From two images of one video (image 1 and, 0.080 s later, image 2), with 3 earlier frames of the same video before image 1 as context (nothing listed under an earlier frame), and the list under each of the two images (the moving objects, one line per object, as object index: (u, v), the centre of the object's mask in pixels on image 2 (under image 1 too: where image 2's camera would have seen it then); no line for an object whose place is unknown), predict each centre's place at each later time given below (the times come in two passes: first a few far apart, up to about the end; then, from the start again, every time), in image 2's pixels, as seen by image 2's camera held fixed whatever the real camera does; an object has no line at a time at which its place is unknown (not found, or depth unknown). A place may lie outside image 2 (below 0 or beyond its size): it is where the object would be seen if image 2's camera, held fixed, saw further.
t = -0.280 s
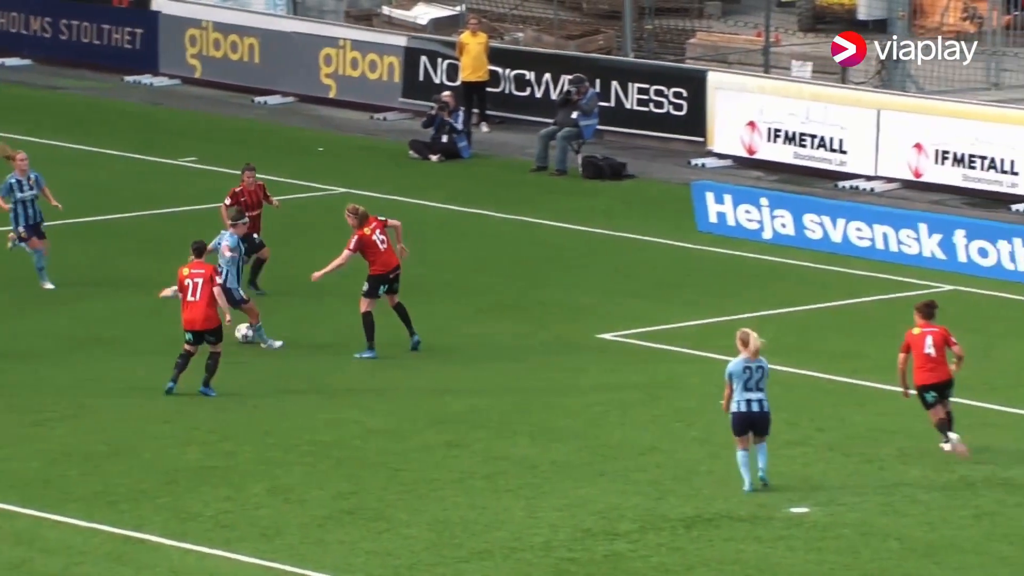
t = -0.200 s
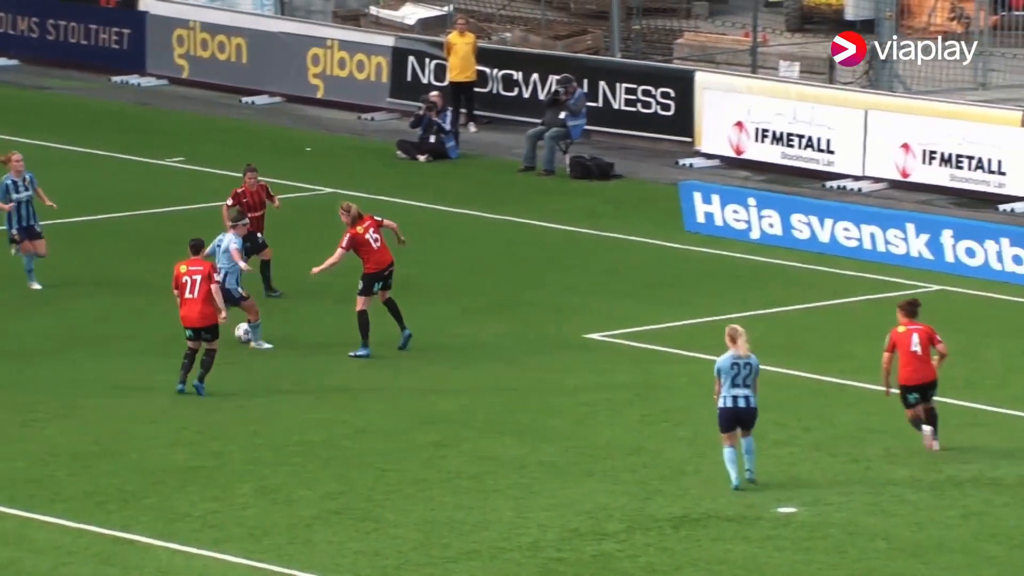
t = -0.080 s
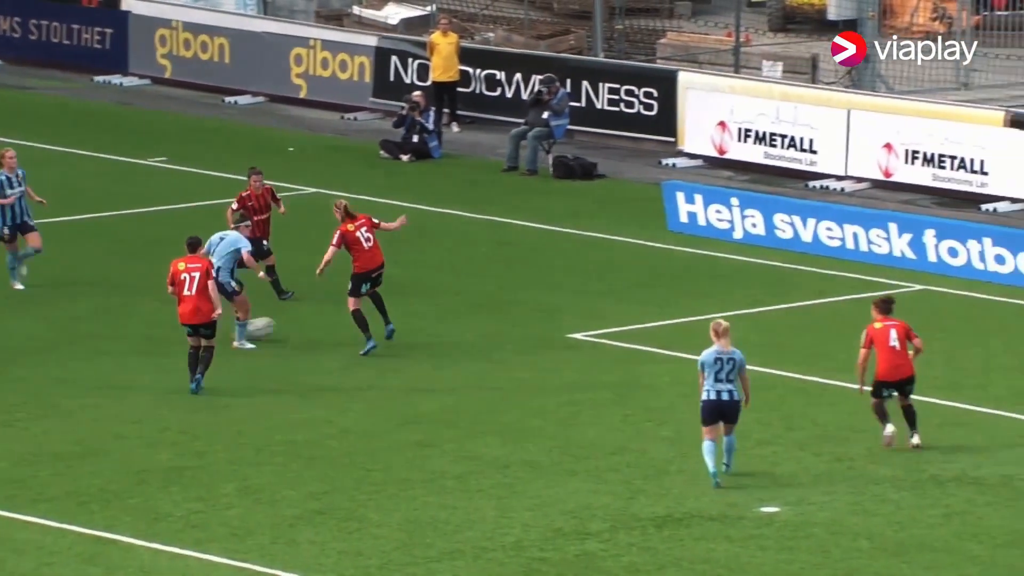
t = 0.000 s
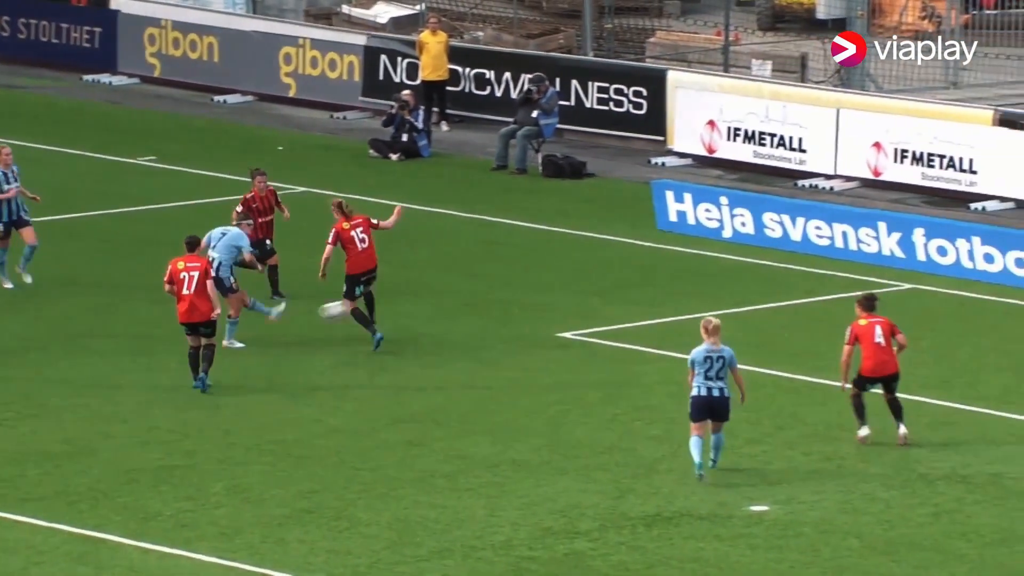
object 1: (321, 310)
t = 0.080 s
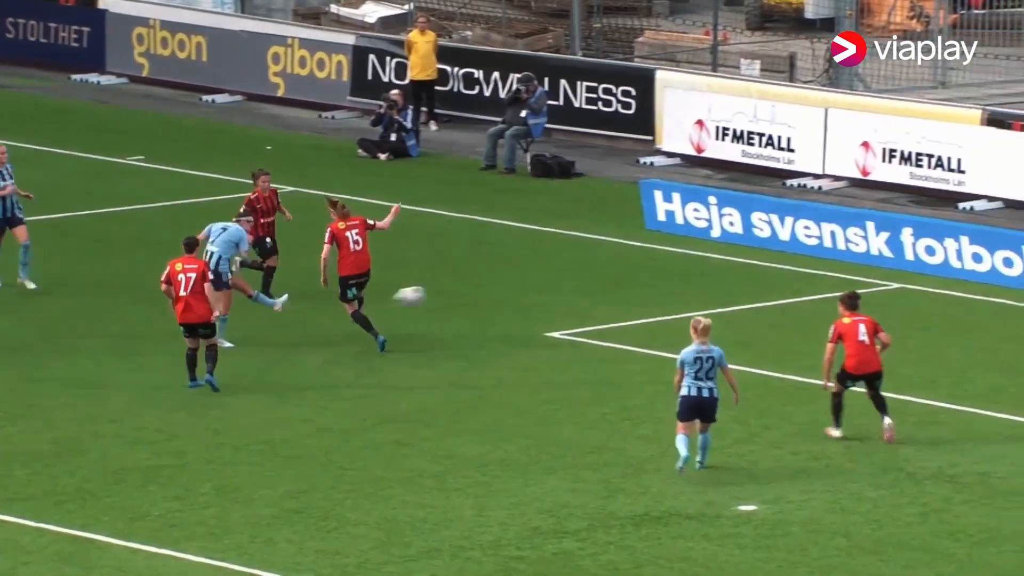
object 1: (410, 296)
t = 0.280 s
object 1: (618, 264)
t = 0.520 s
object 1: (863, 232)
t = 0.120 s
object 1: (452, 289)
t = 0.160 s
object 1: (494, 282)
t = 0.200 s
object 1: (535, 276)
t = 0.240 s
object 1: (577, 270)
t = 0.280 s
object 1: (618, 264)
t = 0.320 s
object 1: (658, 258)
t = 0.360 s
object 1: (699, 252)
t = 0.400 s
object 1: (740, 246)
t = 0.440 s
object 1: (779, 242)
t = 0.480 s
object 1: (820, 239)
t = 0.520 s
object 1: (863, 232)
